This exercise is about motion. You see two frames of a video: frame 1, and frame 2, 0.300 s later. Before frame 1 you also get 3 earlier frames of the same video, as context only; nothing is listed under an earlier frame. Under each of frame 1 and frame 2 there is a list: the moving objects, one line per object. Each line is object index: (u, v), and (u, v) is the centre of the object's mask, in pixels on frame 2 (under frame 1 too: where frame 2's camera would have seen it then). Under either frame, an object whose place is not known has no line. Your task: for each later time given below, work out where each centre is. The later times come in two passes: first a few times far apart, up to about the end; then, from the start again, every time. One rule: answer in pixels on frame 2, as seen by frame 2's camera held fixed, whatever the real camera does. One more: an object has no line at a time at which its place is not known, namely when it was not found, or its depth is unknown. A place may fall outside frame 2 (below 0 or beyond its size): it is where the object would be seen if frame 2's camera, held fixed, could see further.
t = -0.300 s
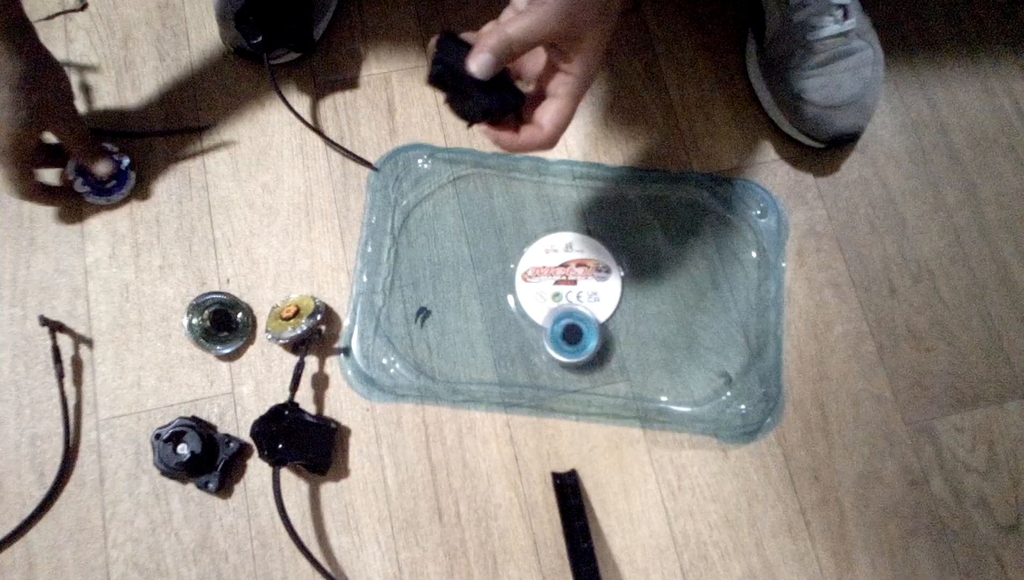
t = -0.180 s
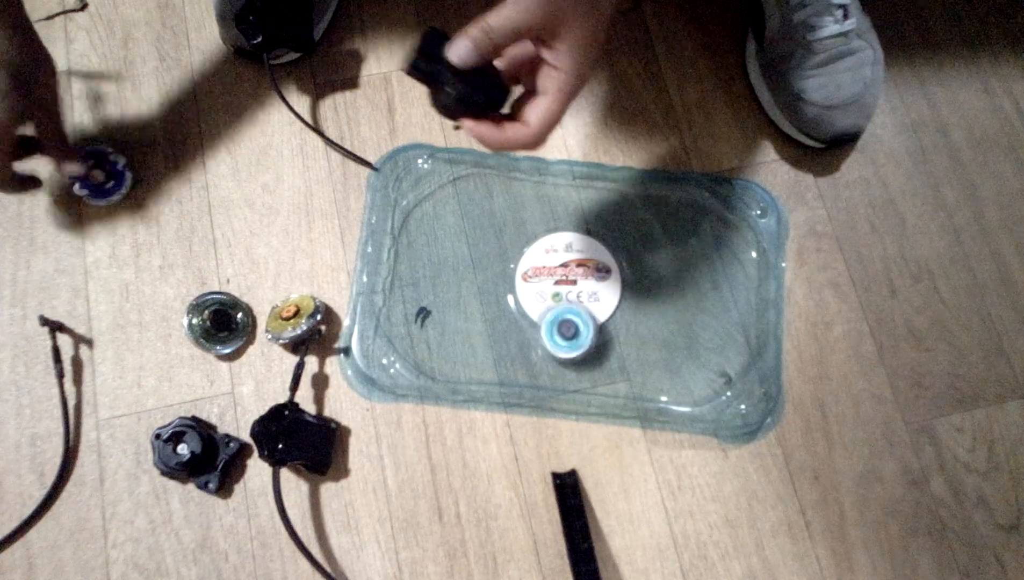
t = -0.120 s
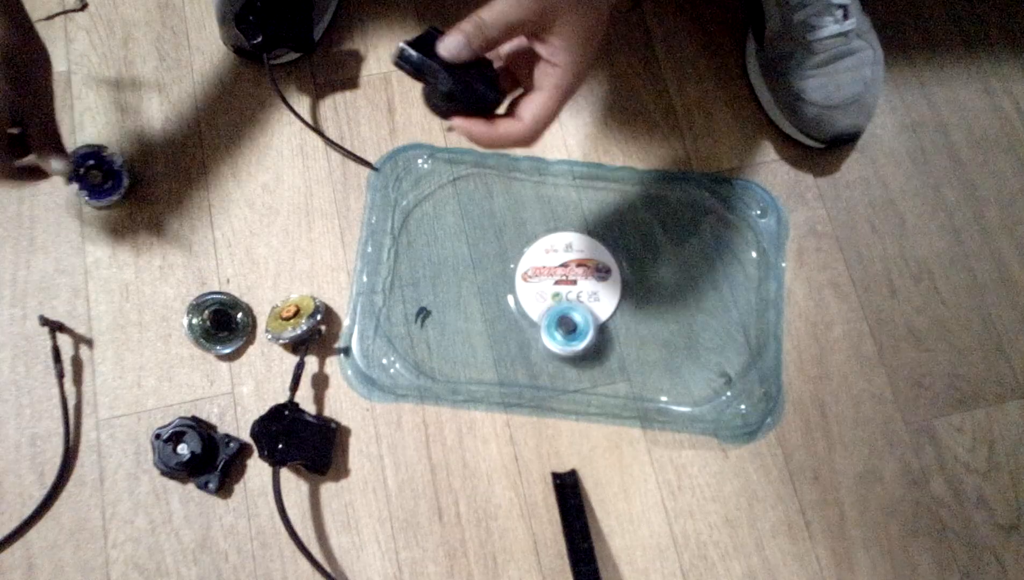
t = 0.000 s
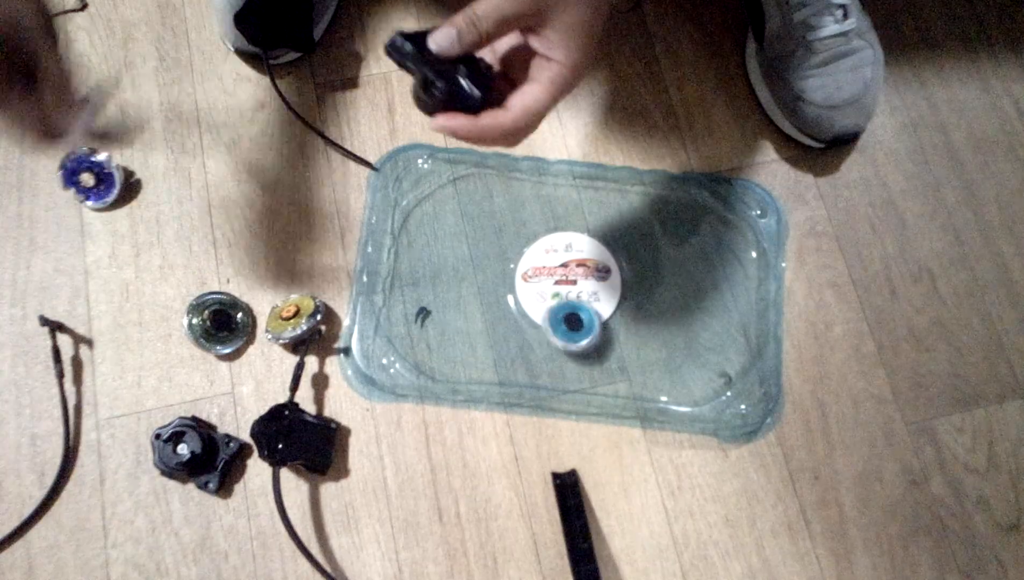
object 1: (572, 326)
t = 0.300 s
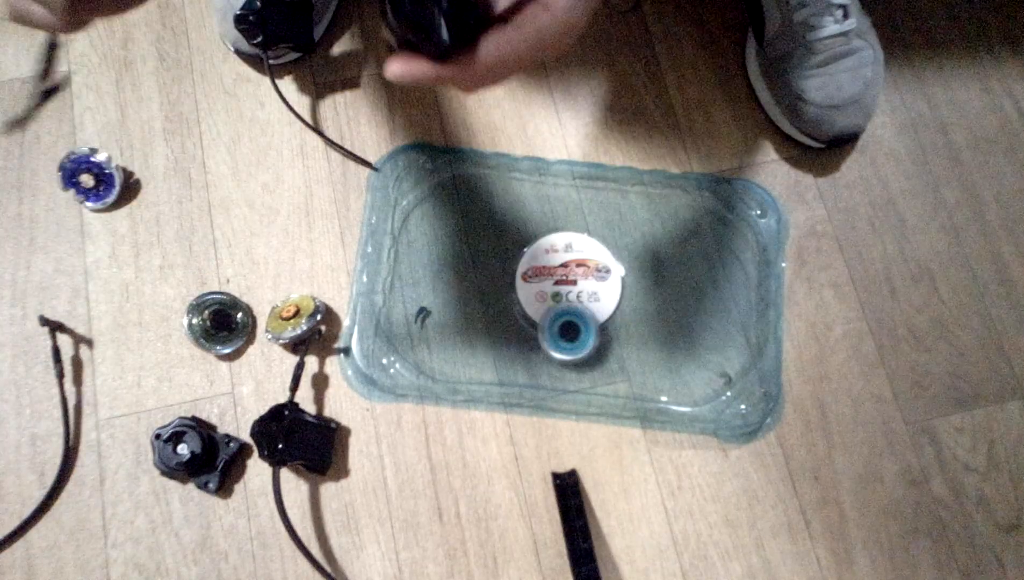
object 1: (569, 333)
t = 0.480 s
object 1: (567, 329)
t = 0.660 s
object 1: (569, 327)
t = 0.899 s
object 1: (566, 332)
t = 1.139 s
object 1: (564, 326)
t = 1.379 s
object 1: (565, 330)
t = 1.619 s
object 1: (563, 327)
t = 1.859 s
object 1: (564, 330)
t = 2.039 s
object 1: (559, 328)
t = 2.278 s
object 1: (562, 326)
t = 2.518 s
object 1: (559, 327)
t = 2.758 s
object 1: (563, 326)
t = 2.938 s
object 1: (561, 329)
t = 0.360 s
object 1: (567, 331)
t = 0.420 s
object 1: (567, 331)
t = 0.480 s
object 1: (567, 329)
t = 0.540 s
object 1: (567, 328)
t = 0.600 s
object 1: (569, 327)
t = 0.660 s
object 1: (569, 327)
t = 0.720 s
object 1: (570, 329)
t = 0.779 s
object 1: (569, 330)
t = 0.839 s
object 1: (567, 332)
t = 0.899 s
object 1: (566, 332)
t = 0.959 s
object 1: (564, 332)
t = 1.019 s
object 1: (563, 330)
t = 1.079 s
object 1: (564, 327)
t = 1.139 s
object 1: (564, 326)
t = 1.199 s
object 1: (567, 325)
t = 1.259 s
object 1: (567, 328)
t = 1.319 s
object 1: (567, 330)
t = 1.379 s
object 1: (565, 330)
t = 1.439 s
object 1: (563, 332)
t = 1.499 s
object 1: (561, 330)
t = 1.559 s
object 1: (561, 328)
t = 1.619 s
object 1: (563, 327)
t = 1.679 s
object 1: (564, 325)
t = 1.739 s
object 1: (565, 325)
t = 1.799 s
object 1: (565, 325)
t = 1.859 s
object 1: (564, 330)
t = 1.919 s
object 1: (563, 330)
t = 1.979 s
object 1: (560, 331)
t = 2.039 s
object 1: (559, 328)
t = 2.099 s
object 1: (561, 327)
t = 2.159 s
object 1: (561, 326)
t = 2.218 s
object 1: (562, 324)
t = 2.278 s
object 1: (562, 326)
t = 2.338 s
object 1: (562, 327)
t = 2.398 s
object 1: (560, 332)
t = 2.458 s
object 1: (558, 329)
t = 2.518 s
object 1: (559, 327)
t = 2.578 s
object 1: (561, 326)
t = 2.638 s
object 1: (562, 326)
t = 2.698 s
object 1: (563, 325)
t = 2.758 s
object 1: (563, 326)
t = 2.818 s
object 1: (563, 329)
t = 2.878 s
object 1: (560, 330)
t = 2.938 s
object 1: (561, 329)
